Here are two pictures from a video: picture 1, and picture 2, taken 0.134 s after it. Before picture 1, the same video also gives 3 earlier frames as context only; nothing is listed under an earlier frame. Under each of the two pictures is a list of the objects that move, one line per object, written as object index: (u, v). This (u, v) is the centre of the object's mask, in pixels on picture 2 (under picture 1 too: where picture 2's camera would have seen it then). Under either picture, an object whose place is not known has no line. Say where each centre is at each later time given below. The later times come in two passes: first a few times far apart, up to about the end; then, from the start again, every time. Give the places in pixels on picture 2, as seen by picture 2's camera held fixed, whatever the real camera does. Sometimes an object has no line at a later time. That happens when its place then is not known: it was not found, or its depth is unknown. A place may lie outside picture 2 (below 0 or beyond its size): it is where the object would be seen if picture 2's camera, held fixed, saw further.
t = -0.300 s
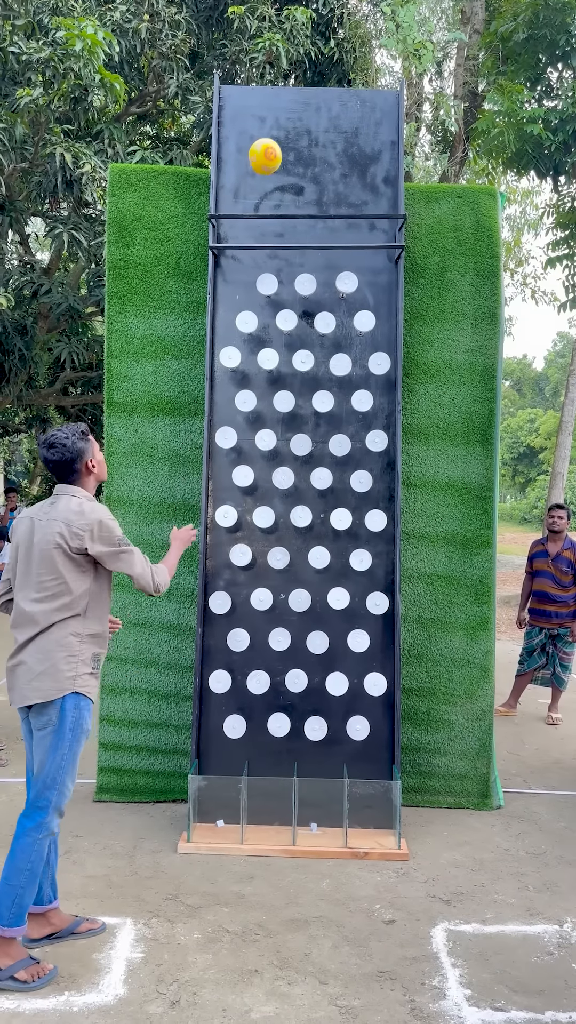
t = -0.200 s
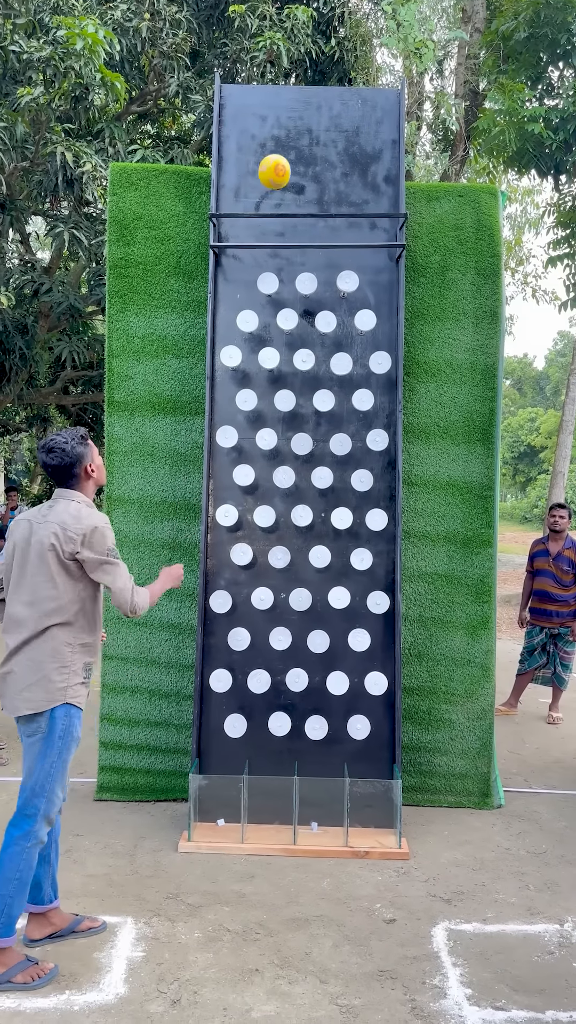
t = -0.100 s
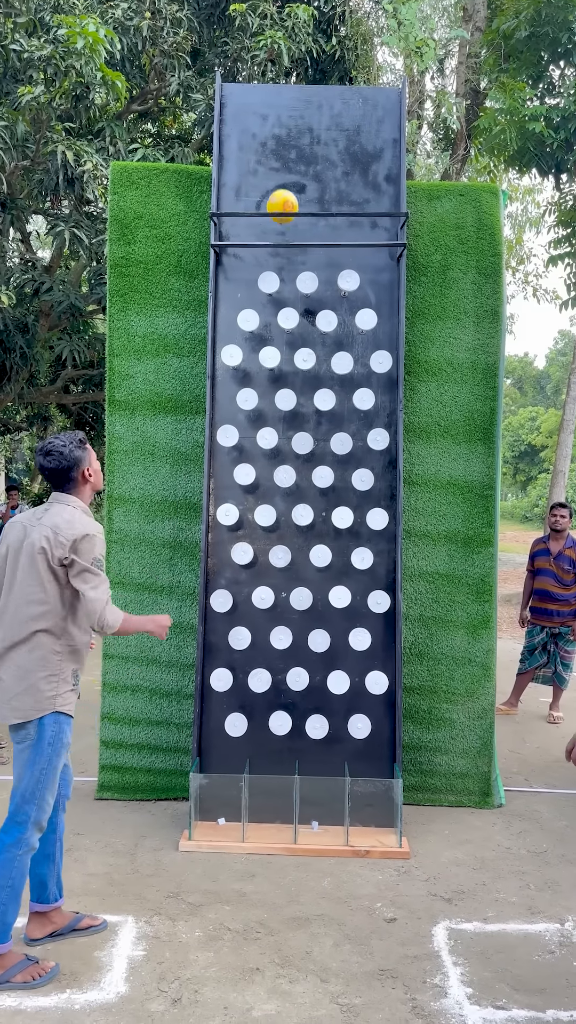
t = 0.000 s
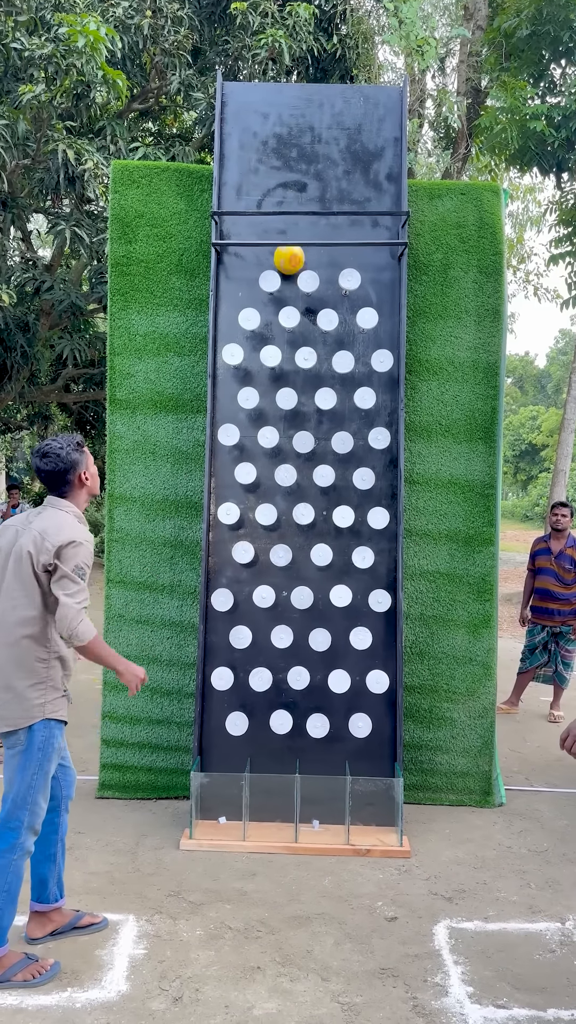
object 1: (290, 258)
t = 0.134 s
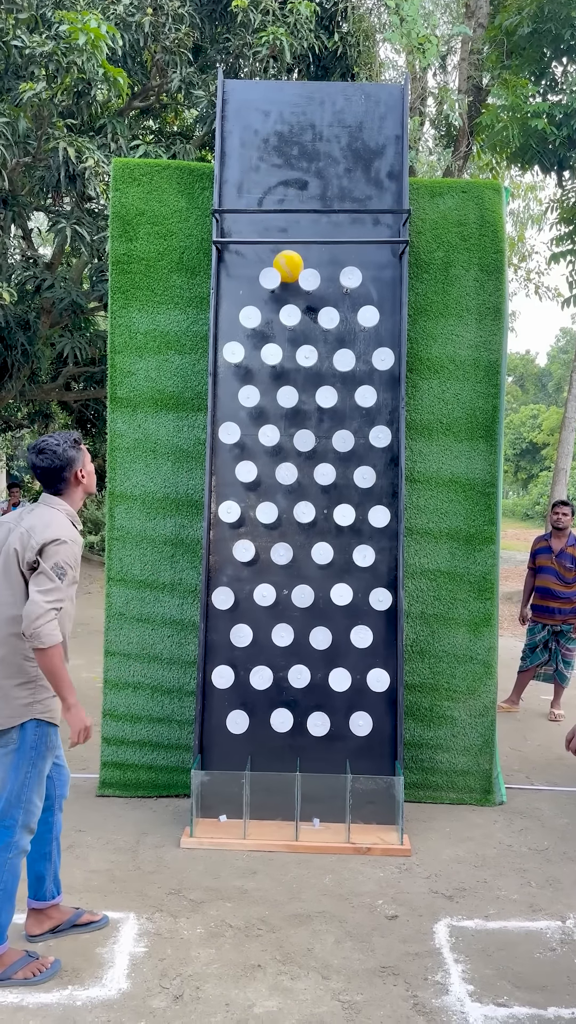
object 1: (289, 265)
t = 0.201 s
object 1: (289, 267)
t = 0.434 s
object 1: (286, 299)
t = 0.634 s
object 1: (278, 305)
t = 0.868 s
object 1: (265, 340)
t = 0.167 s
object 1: (289, 266)
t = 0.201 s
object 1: (289, 267)
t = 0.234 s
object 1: (289, 268)
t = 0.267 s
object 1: (290, 272)
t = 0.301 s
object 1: (289, 277)
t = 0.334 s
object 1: (289, 283)
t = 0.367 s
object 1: (289, 290)
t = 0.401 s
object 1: (288, 294)
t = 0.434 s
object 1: (286, 299)
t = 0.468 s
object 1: (284, 301)
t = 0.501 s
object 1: (283, 299)
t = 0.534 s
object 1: (282, 299)
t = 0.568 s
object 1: (281, 299)
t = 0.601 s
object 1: (280, 302)
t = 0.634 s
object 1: (278, 305)
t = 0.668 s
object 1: (276, 306)
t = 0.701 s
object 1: (274, 308)
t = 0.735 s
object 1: (273, 312)
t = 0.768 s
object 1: (271, 319)
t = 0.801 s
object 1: (271, 326)
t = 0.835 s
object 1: (269, 332)
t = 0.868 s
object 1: (265, 340)
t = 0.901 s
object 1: (260, 341)
